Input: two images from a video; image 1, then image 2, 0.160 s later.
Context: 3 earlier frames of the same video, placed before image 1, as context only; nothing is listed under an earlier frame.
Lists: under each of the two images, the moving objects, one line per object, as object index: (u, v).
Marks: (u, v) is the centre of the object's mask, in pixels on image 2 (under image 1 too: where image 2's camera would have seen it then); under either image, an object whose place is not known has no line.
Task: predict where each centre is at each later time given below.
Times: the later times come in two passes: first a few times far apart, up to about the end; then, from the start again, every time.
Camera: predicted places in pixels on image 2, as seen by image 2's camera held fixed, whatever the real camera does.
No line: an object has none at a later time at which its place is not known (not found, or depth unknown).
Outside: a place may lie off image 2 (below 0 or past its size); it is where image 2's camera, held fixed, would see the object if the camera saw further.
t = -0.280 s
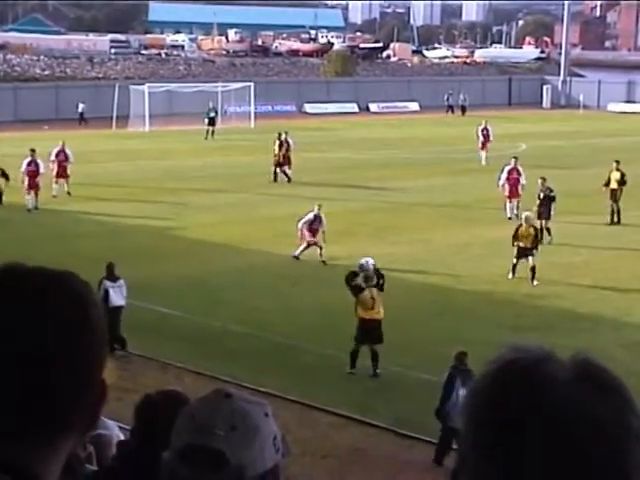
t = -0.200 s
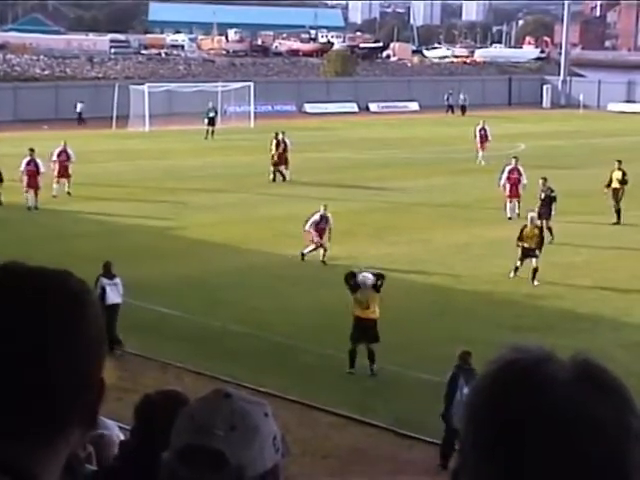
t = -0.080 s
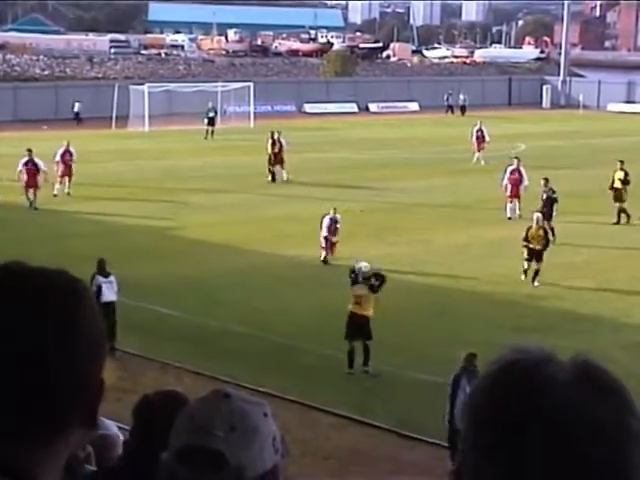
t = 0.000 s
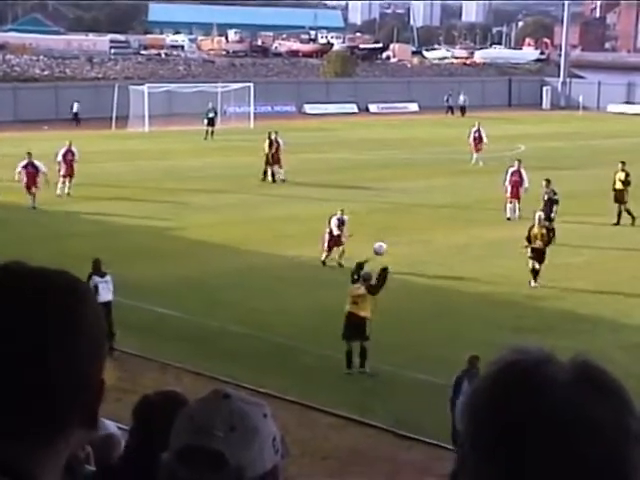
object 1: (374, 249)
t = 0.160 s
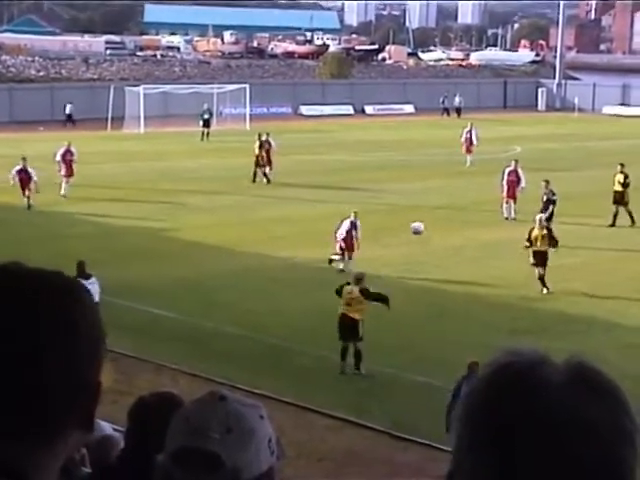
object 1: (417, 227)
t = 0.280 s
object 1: (446, 223)
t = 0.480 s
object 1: (489, 235)
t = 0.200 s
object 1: (427, 225)
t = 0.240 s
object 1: (437, 223)
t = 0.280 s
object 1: (446, 223)
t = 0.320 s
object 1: (455, 224)
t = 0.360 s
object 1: (464, 225)
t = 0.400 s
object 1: (472, 227)
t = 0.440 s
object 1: (480, 230)
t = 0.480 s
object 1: (489, 235)
